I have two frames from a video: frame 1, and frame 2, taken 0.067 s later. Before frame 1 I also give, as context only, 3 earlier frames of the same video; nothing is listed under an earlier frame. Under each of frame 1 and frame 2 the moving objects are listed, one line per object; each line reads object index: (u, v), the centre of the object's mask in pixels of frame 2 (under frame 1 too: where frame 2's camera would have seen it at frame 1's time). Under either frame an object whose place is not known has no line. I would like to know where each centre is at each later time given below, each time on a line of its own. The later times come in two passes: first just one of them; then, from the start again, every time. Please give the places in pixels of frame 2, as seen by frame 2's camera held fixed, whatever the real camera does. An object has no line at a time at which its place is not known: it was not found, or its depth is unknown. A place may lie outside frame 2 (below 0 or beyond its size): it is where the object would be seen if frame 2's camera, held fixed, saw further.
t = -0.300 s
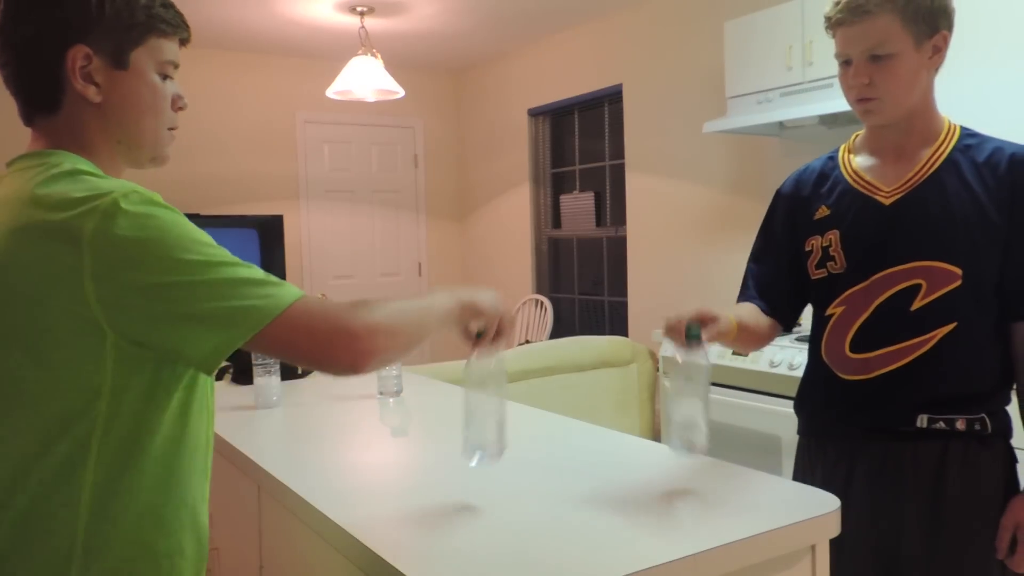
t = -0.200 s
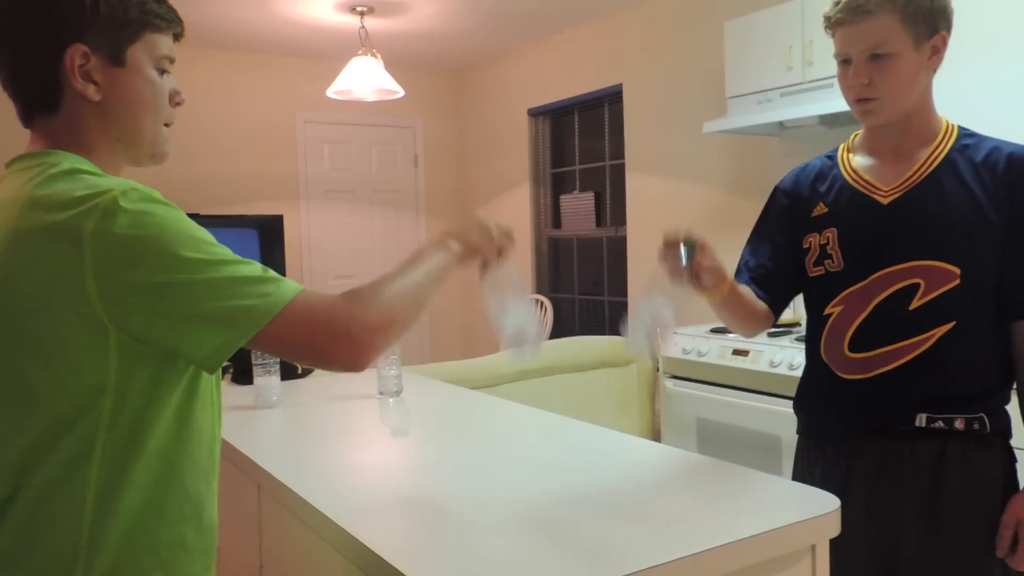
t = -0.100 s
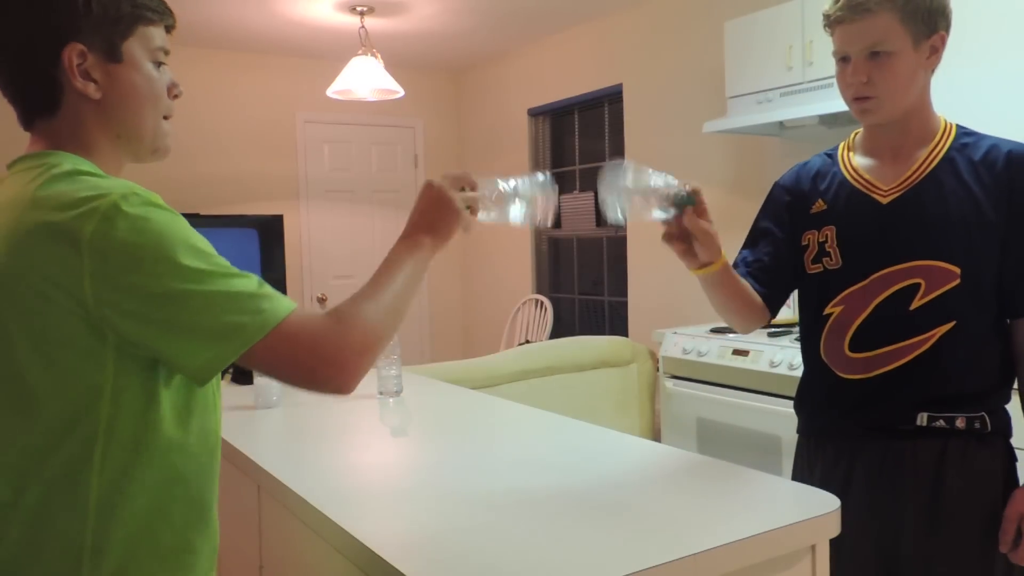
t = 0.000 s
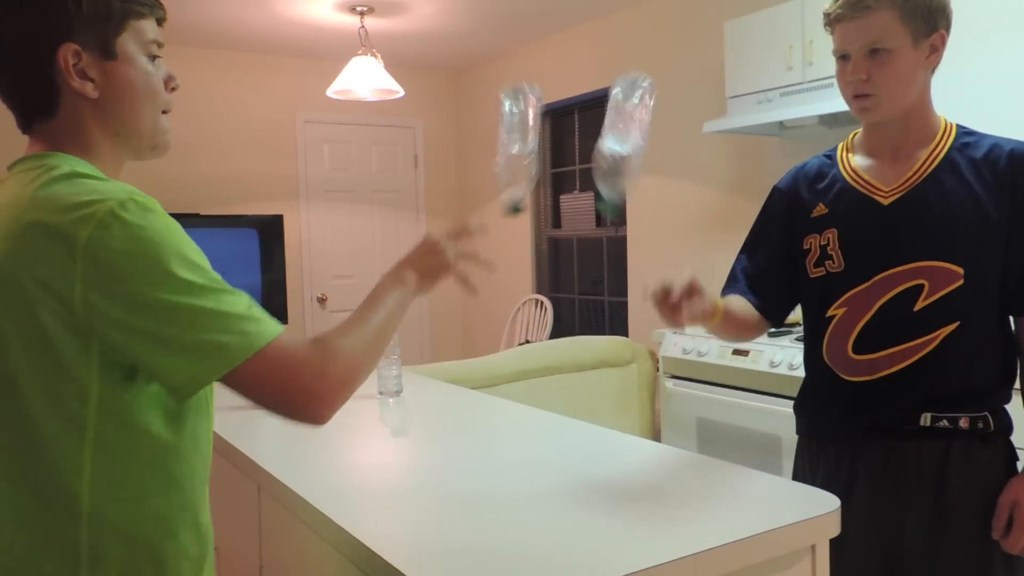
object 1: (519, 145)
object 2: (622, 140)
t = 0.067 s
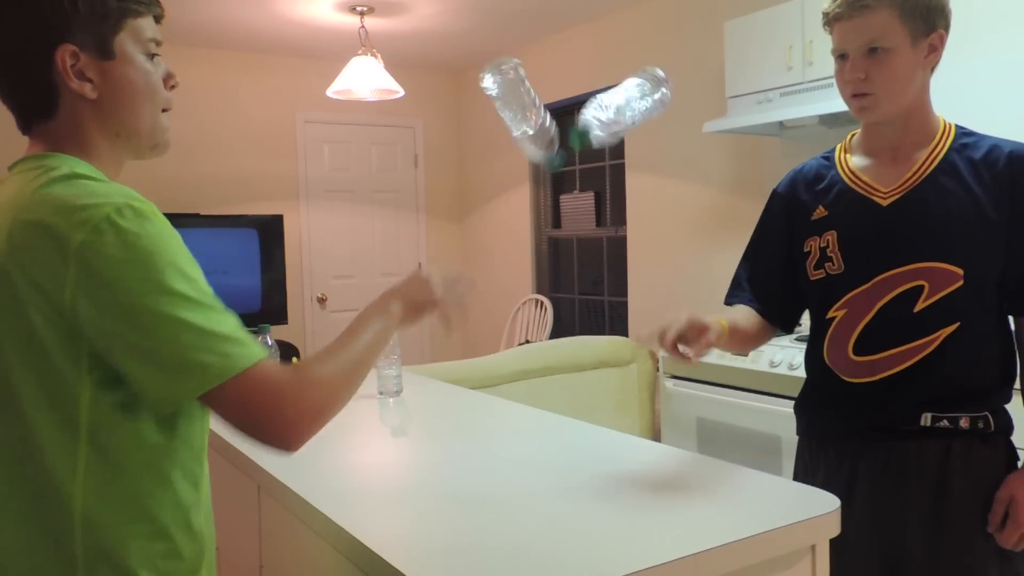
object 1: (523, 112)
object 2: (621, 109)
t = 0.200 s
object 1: (508, 138)
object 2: (625, 163)
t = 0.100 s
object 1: (519, 103)
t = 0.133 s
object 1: (514, 104)
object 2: (624, 119)
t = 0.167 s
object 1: (510, 116)
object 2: (624, 136)
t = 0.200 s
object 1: (508, 138)
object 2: (625, 163)
